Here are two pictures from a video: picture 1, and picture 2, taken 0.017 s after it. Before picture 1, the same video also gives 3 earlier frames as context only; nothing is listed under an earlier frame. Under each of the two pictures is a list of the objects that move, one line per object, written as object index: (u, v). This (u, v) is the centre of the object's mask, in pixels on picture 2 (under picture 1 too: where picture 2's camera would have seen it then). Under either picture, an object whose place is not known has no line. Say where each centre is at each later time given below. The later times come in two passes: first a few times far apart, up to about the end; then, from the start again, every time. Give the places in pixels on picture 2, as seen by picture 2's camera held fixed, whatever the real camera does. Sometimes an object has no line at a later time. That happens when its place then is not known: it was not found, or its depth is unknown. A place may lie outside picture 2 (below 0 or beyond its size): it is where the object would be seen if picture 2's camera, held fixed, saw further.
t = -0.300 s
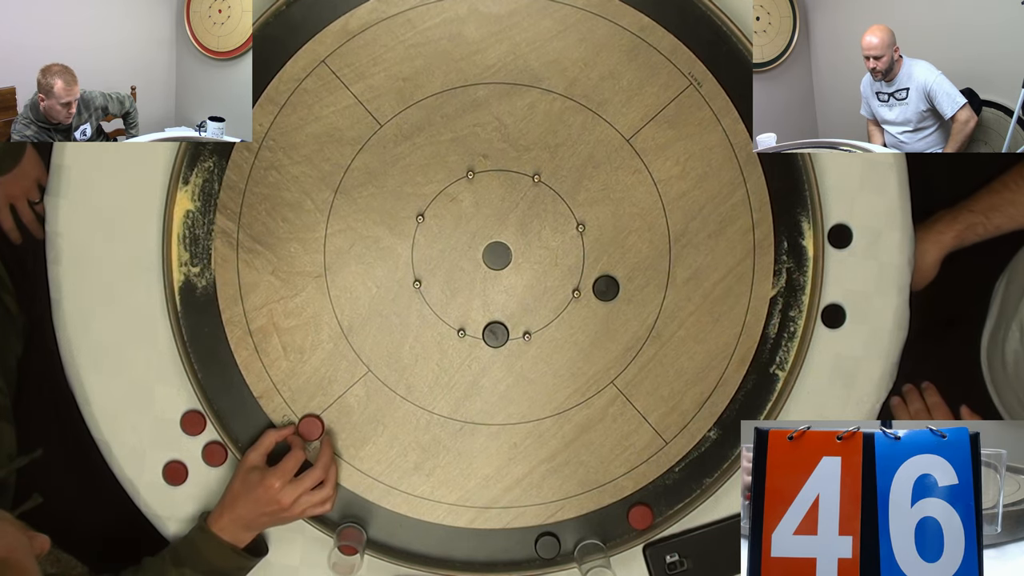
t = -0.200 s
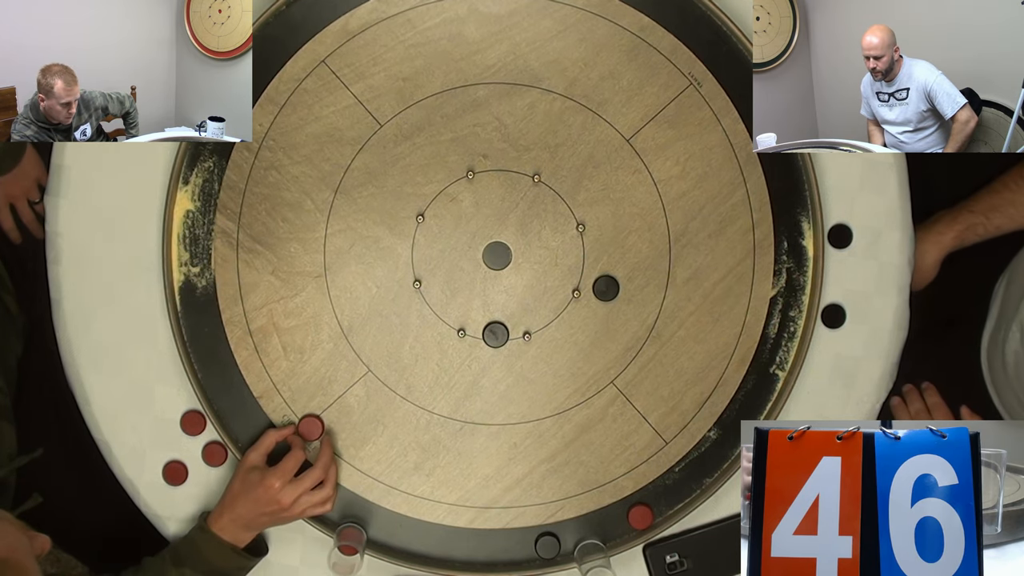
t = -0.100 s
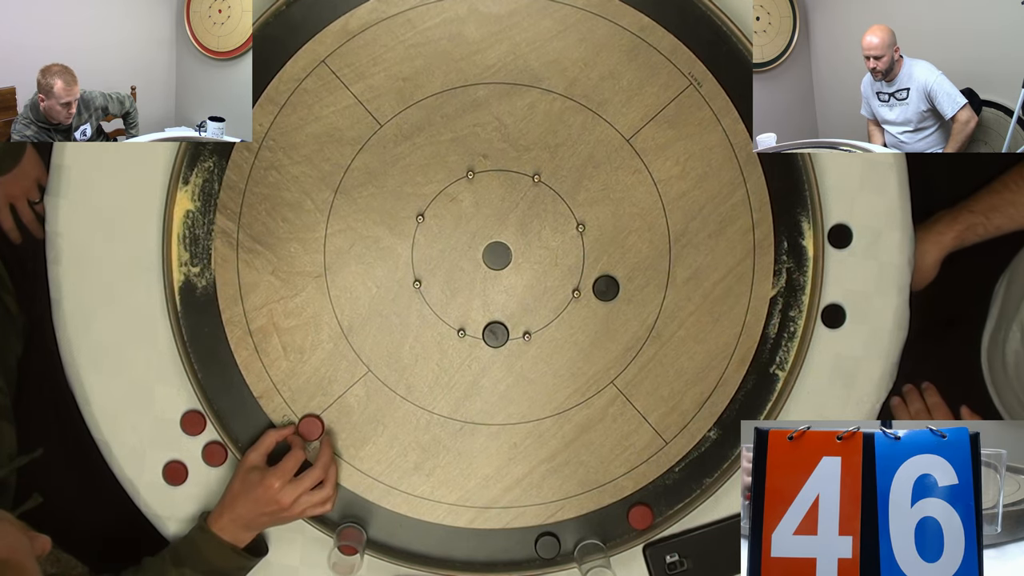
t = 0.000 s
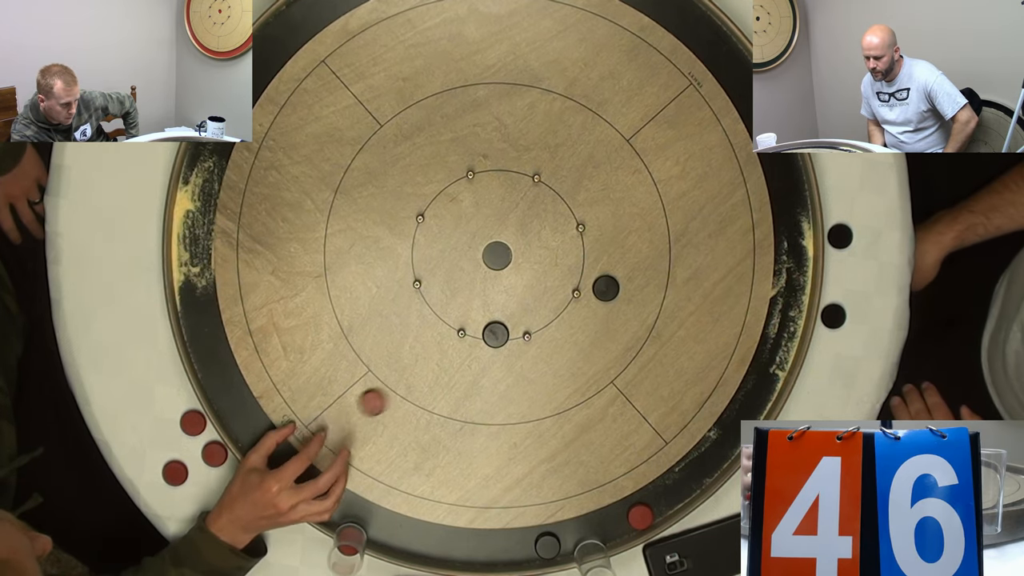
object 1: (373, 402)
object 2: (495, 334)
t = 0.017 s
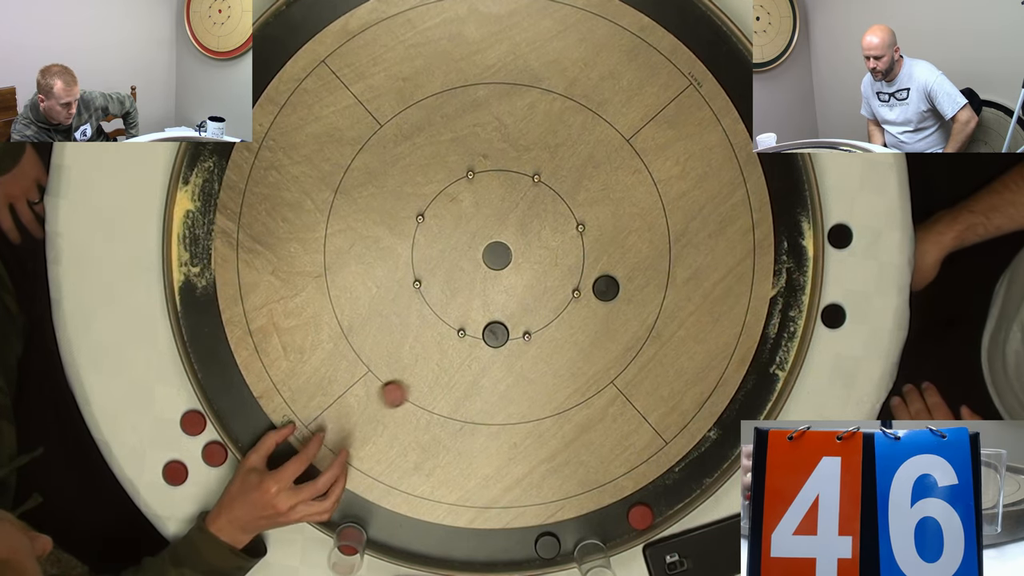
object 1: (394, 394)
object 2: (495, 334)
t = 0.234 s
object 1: (570, 396)
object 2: (554, 244)
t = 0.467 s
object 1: (675, 442)
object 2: (507, 203)
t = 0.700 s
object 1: (713, 451)
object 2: (496, 198)
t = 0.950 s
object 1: (716, 448)
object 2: (496, 197)
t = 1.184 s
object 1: (716, 448)
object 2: (496, 197)
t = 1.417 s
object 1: (716, 448)
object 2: (495, 197)
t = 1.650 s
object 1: (716, 448)
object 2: (495, 198)
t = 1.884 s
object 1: (716, 448)
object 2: (496, 198)
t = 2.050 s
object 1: (716, 448)
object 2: (495, 197)
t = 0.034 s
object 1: (414, 385)
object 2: (495, 334)
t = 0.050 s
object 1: (435, 377)
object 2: (495, 334)
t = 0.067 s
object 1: (454, 369)
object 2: (495, 334)
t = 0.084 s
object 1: (474, 361)
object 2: (495, 334)
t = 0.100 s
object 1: (488, 361)
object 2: (499, 327)
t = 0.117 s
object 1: (499, 365)
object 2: (507, 316)
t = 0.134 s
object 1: (510, 370)
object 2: (514, 305)
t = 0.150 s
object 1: (521, 375)
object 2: (521, 294)
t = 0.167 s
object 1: (531, 380)
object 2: (528, 283)
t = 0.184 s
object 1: (541, 384)
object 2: (535, 273)
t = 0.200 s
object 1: (551, 388)
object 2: (541, 263)
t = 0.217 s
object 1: (561, 392)
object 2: (548, 253)
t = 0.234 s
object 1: (570, 396)
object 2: (554, 244)
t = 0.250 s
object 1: (578, 401)
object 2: (560, 235)
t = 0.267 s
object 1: (587, 404)
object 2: (560, 228)
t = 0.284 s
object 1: (596, 408)
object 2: (554, 225)
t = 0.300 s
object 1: (605, 412)
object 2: (548, 222)
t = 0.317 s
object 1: (613, 415)
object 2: (543, 219)
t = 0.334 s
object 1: (620, 419)
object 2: (537, 217)
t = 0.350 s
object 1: (628, 422)
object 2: (532, 214)
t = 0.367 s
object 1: (635, 425)
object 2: (528, 212)
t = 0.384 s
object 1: (643, 429)
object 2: (523, 210)
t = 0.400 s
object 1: (649, 431)
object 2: (519, 209)
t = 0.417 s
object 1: (656, 434)
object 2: (516, 207)
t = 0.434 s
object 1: (663, 437)
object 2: (513, 205)
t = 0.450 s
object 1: (669, 440)
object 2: (510, 204)
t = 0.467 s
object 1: (675, 442)
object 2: (507, 203)
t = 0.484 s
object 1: (680, 445)
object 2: (505, 202)
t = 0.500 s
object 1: (685, 447)
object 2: (503, 201)
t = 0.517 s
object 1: (690, 449)
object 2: (501, 200)
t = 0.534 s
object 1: (695, 451)
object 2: (499, 199)
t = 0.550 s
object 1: (700, 452)
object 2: (498, 198)
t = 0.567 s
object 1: (703, 454)
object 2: (497, 198)
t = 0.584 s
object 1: (708, 455)
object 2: (497, 198)
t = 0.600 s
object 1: (711, 457)
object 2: (496, 197)
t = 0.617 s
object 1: (715, 458)
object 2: (496, 197)
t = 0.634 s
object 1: (717, 458)
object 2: (496, 197)
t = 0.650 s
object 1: (716, 456)
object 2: (496, 198)
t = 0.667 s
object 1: (715, 454)
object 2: (496, 198)
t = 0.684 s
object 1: (714, 452)
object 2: (496, 198)
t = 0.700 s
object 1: (713, 451)
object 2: (496, 198)
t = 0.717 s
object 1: (711, 449)
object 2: (496, 198)
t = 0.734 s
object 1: (710, 447)
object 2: (496, 198)
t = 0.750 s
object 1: (711, 447)
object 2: (496, 198)
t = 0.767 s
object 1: (712, 447)
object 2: (496, 198)
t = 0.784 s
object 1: (712, 447)
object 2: (496, 197)
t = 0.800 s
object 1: (714, 448)
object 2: (496, 197)
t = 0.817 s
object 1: (715, 448)
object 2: (496, 197)
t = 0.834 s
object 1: (715, 448)
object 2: (496, 197)
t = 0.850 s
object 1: (716, 448)
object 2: (496, 197)
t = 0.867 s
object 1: (716, 448)
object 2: (496, 197)
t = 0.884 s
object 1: (716, 448)
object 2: (496, 197)
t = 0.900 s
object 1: (716, 448)
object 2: (496, 197)
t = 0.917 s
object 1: (716, 448)
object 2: (496, 197)
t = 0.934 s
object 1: (716, 448)
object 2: (496, 197)
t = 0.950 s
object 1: (716, 448)
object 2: (496, 197)
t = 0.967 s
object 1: (716, 448)
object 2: (496, 198)
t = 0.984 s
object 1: (716, 448)
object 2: (496, 197)
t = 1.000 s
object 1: (716, 448)
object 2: (496, 198)
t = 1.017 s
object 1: (716, 448)
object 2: (496, 198)
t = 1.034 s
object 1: (716, 448)
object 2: (496, 197)
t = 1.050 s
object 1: (716, 448)
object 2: (496, 197)
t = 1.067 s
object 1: (716, 448)
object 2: (496, 198)
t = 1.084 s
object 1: (716, 448)
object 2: (496, 198)
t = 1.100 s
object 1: (716, 448)
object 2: (496, 197)
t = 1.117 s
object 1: (716, 448)
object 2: (496, 197)
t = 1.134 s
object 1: (716, 448)
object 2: (496, 197)
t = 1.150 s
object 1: (716, 448)
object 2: (496, 197)
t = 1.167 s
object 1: (716, 448)
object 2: (496, 197)
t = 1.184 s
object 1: (716, 448)
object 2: (496, 197)
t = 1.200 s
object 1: (716, 448)
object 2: (496, 197)
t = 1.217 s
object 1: (716, 448)
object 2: (496, 197)
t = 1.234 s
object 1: (716, 448)
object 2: (496, 198)
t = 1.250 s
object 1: (716, 448)
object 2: (496, 198)
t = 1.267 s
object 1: (716, 448)
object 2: (496, 197)
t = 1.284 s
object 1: (716, 448)
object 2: (496, 198)
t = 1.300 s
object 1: (716, 448)
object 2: (496, 198)
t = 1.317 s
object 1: (716, 448)
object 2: (496, 198)
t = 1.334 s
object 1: (716, 448)
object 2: (496, 197)
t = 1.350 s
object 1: (716, 448)
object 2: (495, 198)
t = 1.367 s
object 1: (716, 448)
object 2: (495, 198)
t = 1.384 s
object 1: (716, 448)
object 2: (495, 198)
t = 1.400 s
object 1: (716, 448)
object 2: (495, 197)
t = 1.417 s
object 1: (716, 448)
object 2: (495, 197)
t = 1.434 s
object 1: (716, 448)
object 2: (496, 197)
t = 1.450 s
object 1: (716, 448)
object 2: (496, 197)
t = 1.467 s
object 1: (716, 448)
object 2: (496, 197)
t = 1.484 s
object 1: (716, 448)
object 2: (496, 197)
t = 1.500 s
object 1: (716, 448)
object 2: (496, 197)
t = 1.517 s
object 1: (716, 448)
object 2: (496, 197)
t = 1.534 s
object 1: (716, 448)
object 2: (496, 198)
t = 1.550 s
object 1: (716, 448)
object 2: (496, 198)
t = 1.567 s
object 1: (716, 448)
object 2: (496, 198)
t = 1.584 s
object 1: (716, 448)
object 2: (496, 198)
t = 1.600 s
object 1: (716, 448)
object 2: (496, 198)
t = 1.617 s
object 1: (716, 448)
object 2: (496, 198)
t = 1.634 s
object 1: (716, 448)
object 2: (495, 198)
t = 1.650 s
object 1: (716, 448)
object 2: (495, 198)
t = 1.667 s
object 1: (716, 448)
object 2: (495, 198)
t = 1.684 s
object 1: (716, 448)
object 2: (495, 198)
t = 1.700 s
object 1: (716, 448)
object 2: (495, 197)
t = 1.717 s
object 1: (716, 448)
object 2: (495, 197)
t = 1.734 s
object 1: (716, 448)
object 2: (496, 197)
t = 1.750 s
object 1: (716, 448)
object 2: (495, 197)
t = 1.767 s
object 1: (716, 448)
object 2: (495, 197)
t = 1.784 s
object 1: (716, 448)
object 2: (496, 197)
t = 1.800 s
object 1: (716, 448)
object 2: (496, 197)
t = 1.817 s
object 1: (716, 448)
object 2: (496, 198)
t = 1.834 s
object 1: (716, 448)
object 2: (496, 197)
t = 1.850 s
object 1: (716, 448)
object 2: (496, 198)
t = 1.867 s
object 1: (716, 448)
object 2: (496, 197)
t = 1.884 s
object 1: (716, 448)
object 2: (496, 198)
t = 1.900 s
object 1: (716, 448)
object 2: (496, 198)
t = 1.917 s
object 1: (716, 448)
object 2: (496, 198)
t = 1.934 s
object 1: (716, 448)
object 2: (495, 198)
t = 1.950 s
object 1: (716, 448)
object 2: (495, 198)
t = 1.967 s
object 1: (716, 448)
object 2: (495, 198)
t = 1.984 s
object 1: (716, 448)
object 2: (495, 198)
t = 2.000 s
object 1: (716, 448)
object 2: (495, 198)
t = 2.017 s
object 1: (716, 448)
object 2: (495, 198)
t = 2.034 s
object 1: (716, 448)
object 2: (495, 197)
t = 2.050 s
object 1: (716, 448)
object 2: (495, 197)
